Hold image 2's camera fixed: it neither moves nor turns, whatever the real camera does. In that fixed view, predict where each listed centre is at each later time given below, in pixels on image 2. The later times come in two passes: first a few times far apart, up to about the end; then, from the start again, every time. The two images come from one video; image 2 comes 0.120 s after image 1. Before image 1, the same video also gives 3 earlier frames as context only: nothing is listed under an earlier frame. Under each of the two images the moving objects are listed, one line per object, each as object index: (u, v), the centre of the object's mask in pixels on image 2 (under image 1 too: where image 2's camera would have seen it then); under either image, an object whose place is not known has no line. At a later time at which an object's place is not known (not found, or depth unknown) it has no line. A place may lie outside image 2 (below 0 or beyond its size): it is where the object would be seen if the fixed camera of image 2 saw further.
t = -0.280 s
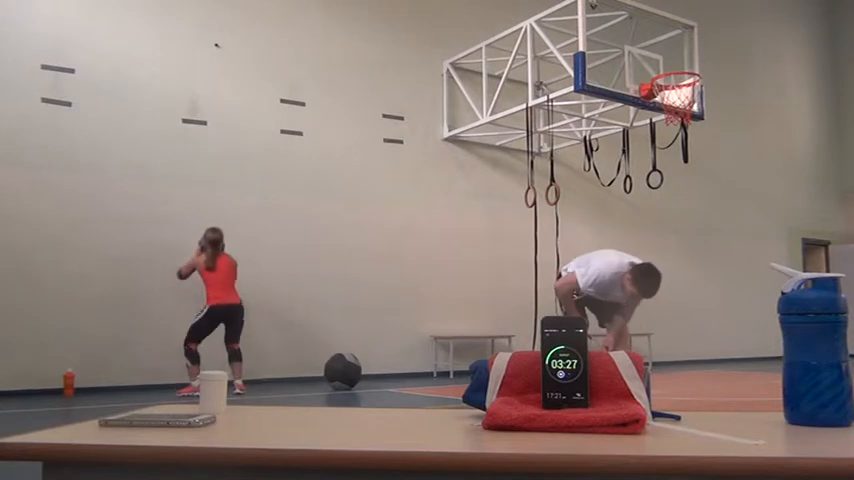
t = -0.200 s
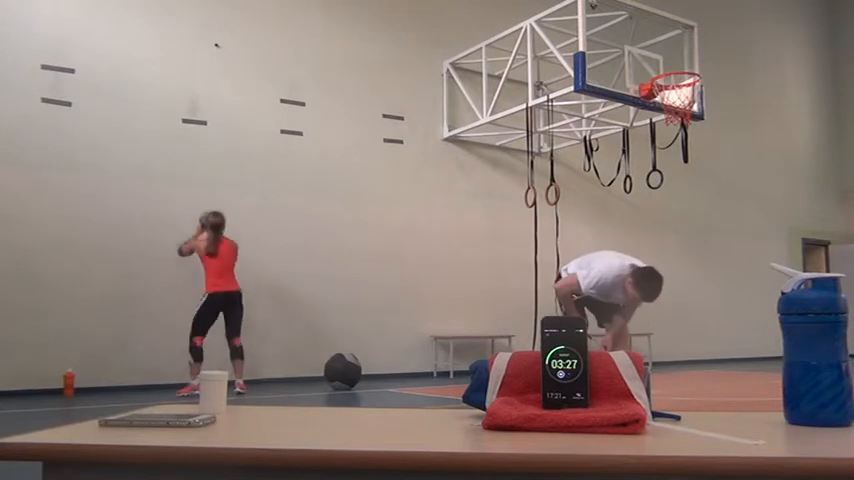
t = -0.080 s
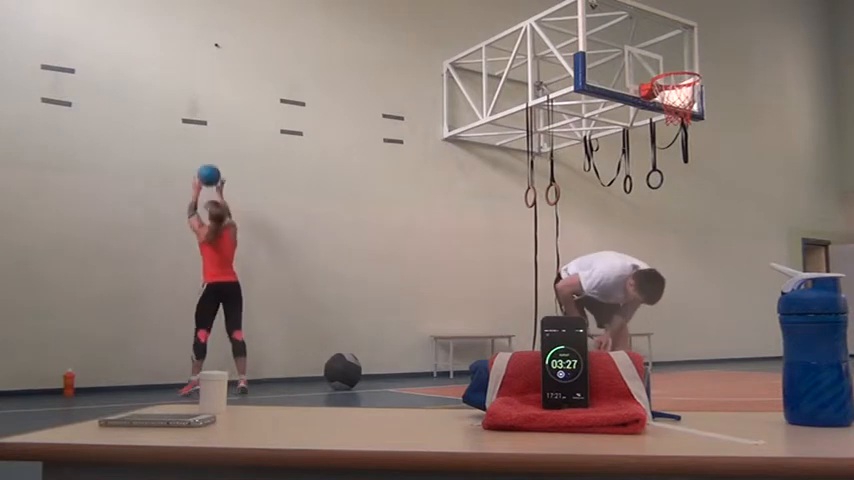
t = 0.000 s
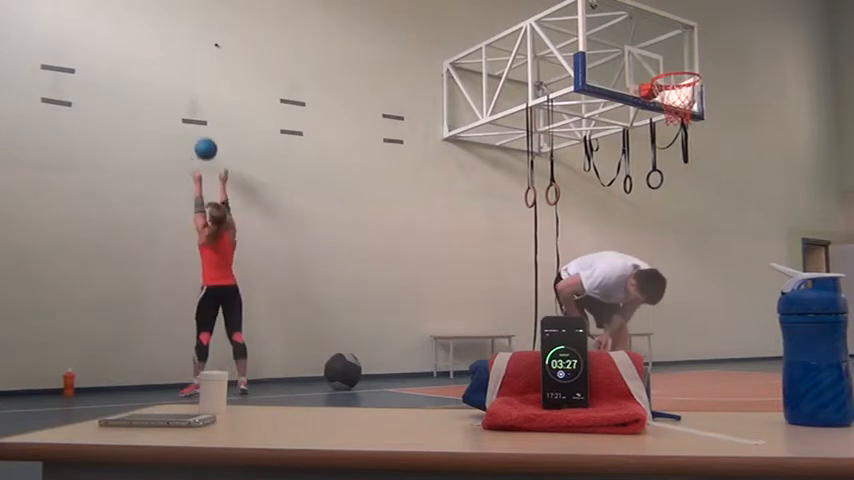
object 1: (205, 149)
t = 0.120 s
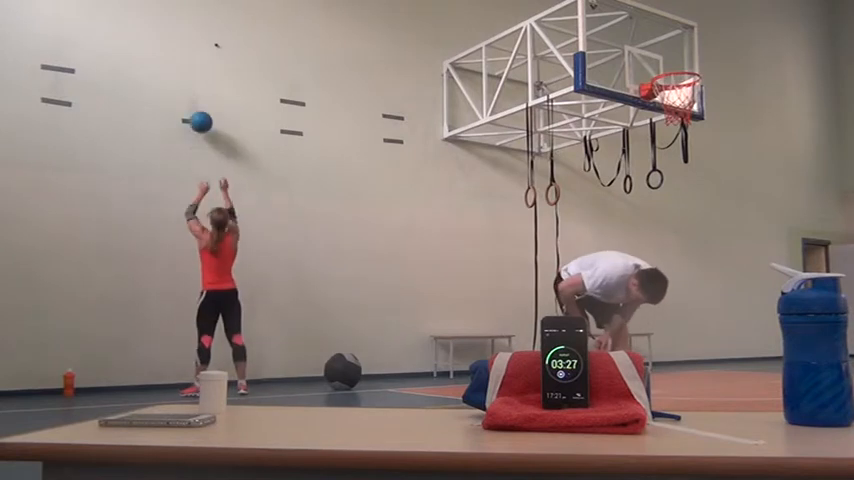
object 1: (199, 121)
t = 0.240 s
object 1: (198, 112)
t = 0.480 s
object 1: (203, 123)
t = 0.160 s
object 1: (198, 116)
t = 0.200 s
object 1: (197, 113)
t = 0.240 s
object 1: (198, 112)
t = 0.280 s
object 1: (201, 107)
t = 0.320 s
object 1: (202, 107)
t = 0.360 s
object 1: (203, 109)
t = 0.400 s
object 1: (201, 114)
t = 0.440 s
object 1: (202, 117)
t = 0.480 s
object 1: (203, 123)
